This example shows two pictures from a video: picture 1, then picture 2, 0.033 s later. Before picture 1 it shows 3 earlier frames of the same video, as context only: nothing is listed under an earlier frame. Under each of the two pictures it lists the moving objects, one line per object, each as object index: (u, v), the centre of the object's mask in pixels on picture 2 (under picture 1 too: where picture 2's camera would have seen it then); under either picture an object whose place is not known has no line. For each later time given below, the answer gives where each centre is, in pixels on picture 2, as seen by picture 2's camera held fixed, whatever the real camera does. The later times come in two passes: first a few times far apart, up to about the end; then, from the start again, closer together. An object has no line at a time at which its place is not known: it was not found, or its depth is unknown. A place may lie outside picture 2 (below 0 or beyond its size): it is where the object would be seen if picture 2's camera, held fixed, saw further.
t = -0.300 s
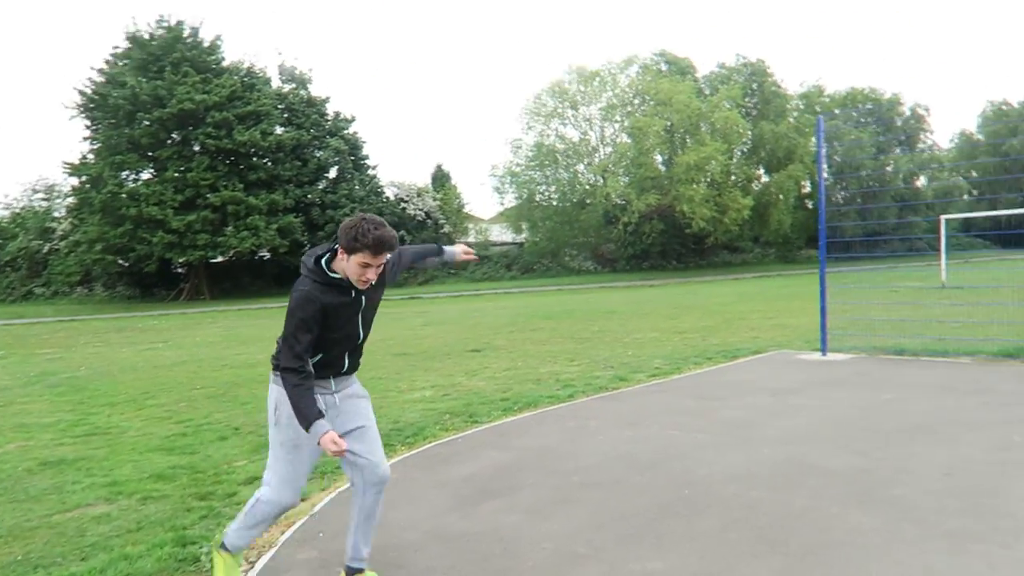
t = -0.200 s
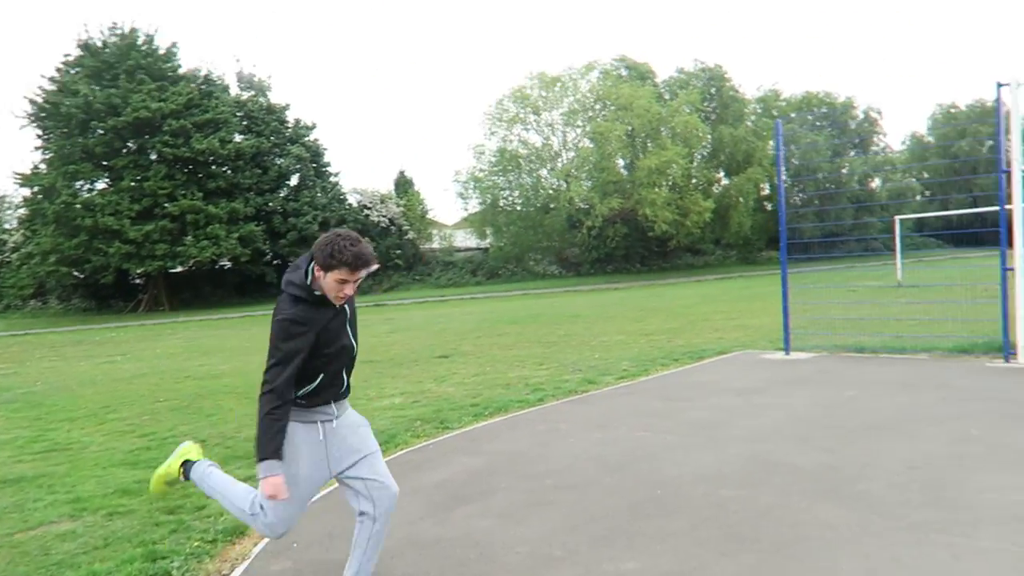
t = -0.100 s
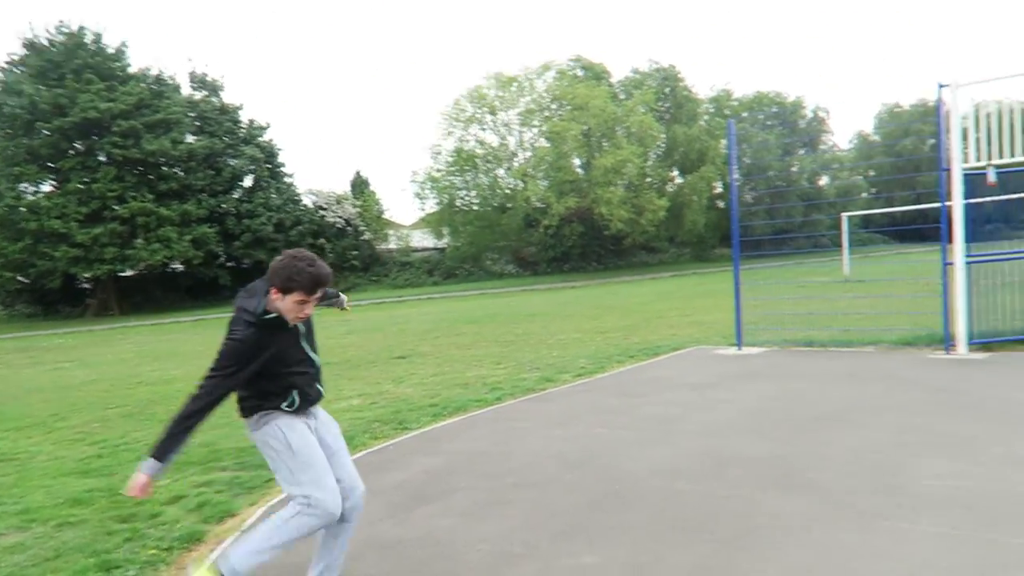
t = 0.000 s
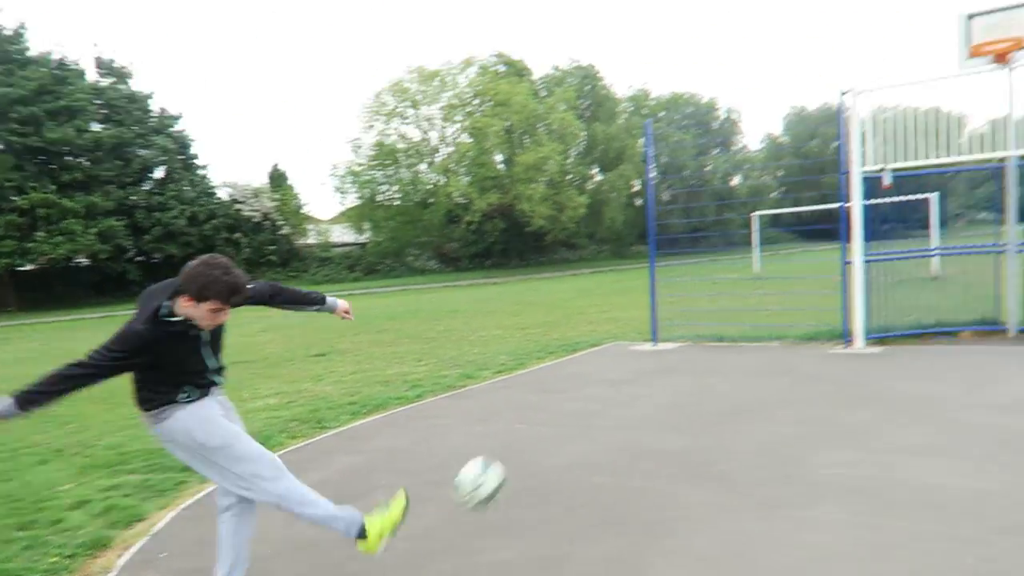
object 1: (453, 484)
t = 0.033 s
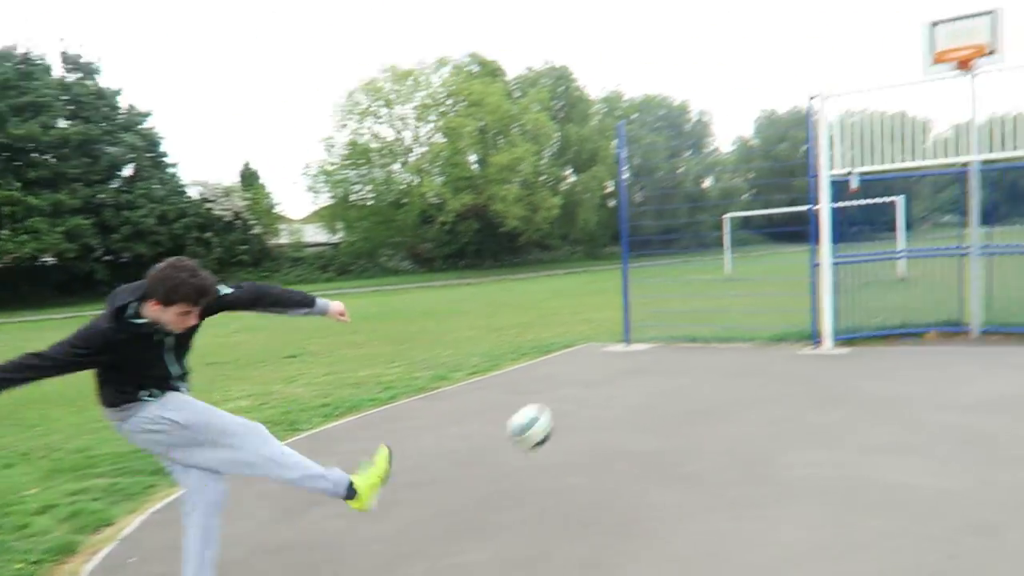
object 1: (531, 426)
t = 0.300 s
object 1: (847, 223)
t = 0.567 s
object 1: (957, 201)
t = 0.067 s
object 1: (595, 380)
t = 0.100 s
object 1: (649, 341)
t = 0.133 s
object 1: (696, 309)
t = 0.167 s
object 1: (734, 284)
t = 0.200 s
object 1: (767, 264)
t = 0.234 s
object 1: (799, 247)
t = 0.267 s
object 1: (824, 233)
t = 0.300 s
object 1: (847, 223)
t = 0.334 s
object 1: (866, 214)
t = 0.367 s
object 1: (884, 208)
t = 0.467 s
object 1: (926, 199)
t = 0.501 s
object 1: (938, 198)
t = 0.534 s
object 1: (947, 200)
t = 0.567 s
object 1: (957, 201)
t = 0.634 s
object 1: (990, 202)
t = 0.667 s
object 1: (1012, 203)
